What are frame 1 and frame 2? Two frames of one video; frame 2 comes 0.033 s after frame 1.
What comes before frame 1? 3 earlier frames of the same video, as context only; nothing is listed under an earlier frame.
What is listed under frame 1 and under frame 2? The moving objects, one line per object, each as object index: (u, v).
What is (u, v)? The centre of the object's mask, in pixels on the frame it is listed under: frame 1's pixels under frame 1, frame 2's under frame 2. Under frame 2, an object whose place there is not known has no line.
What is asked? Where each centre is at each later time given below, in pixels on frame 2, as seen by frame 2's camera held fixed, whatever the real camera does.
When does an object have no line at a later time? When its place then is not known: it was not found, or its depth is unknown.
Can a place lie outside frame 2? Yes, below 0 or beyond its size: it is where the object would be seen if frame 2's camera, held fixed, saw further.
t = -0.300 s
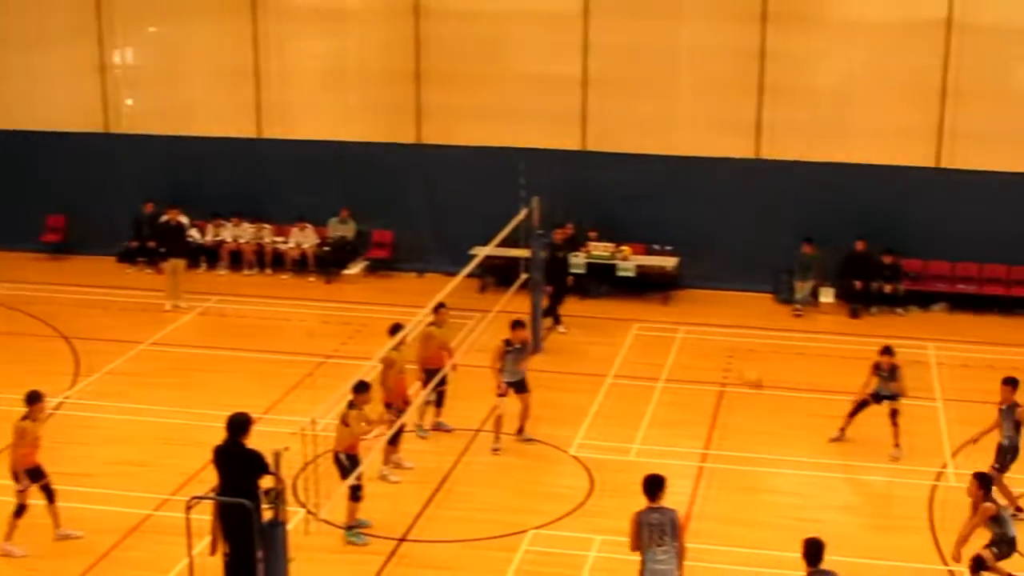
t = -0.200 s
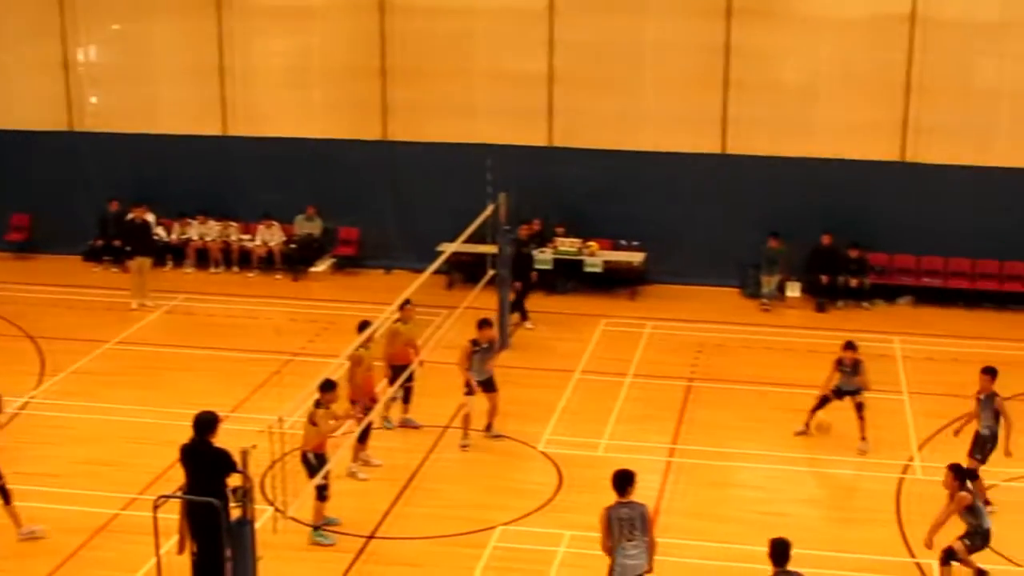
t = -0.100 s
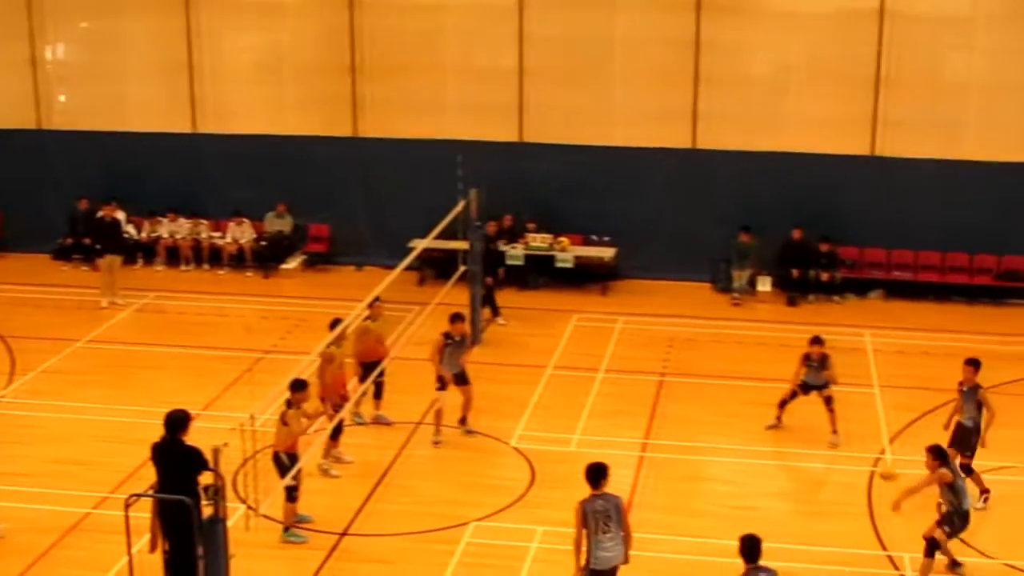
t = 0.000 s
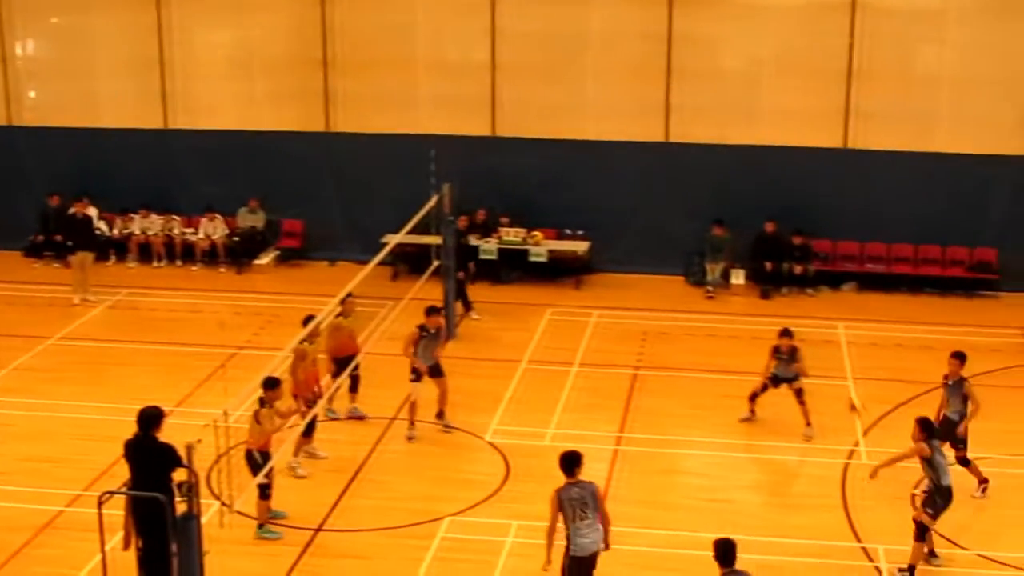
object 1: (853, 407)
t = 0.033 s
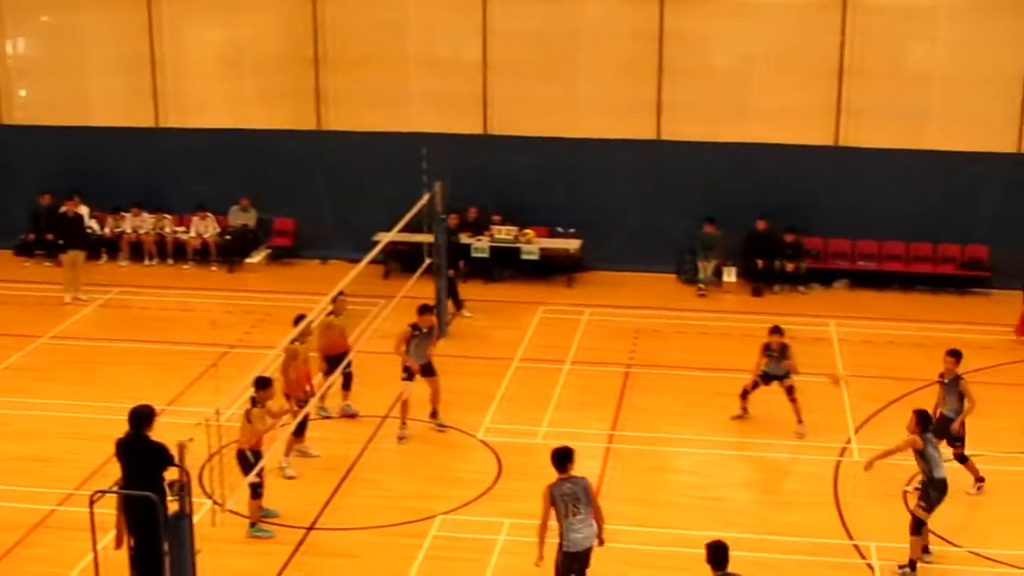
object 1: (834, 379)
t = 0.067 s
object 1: (826, 354)
